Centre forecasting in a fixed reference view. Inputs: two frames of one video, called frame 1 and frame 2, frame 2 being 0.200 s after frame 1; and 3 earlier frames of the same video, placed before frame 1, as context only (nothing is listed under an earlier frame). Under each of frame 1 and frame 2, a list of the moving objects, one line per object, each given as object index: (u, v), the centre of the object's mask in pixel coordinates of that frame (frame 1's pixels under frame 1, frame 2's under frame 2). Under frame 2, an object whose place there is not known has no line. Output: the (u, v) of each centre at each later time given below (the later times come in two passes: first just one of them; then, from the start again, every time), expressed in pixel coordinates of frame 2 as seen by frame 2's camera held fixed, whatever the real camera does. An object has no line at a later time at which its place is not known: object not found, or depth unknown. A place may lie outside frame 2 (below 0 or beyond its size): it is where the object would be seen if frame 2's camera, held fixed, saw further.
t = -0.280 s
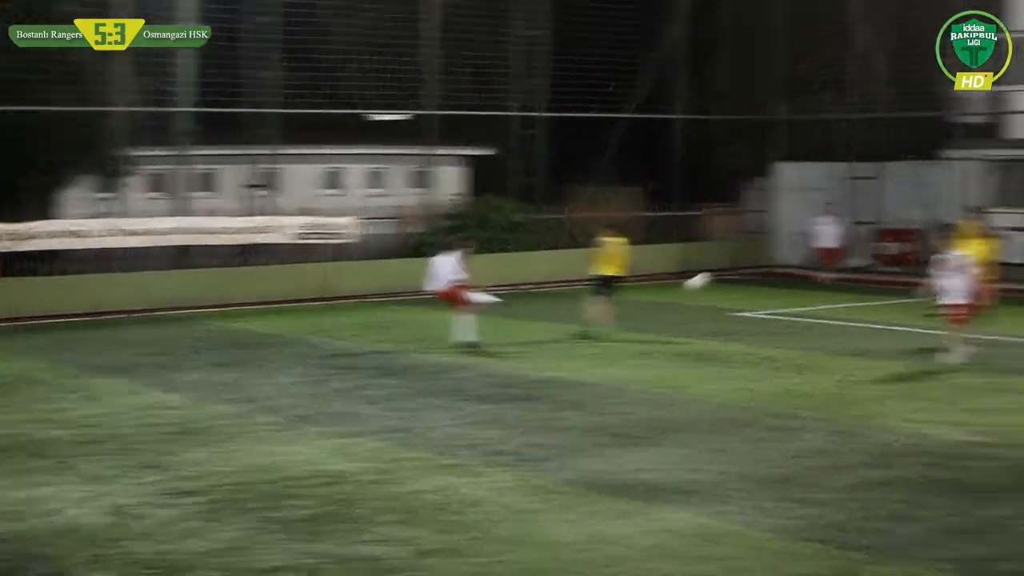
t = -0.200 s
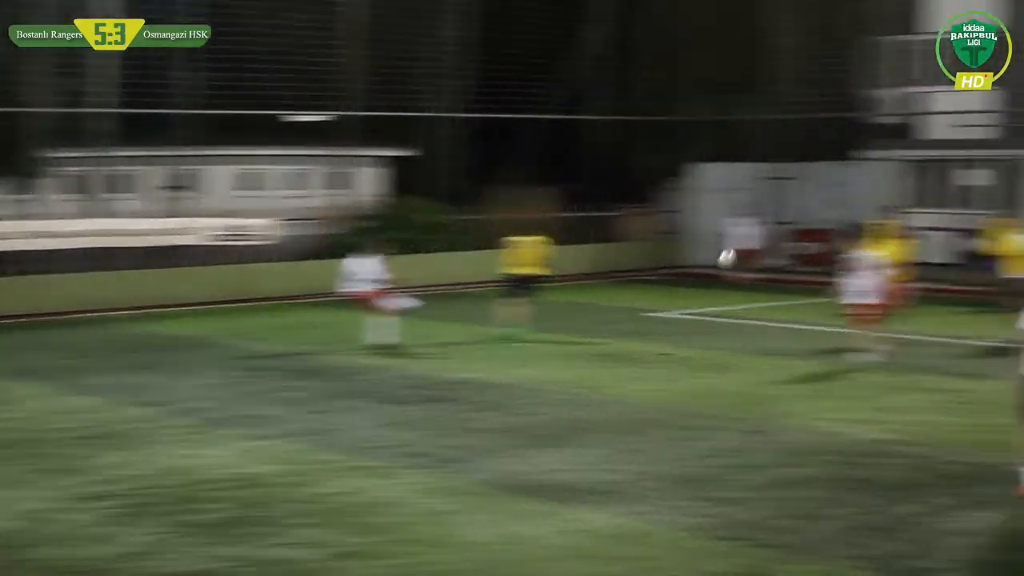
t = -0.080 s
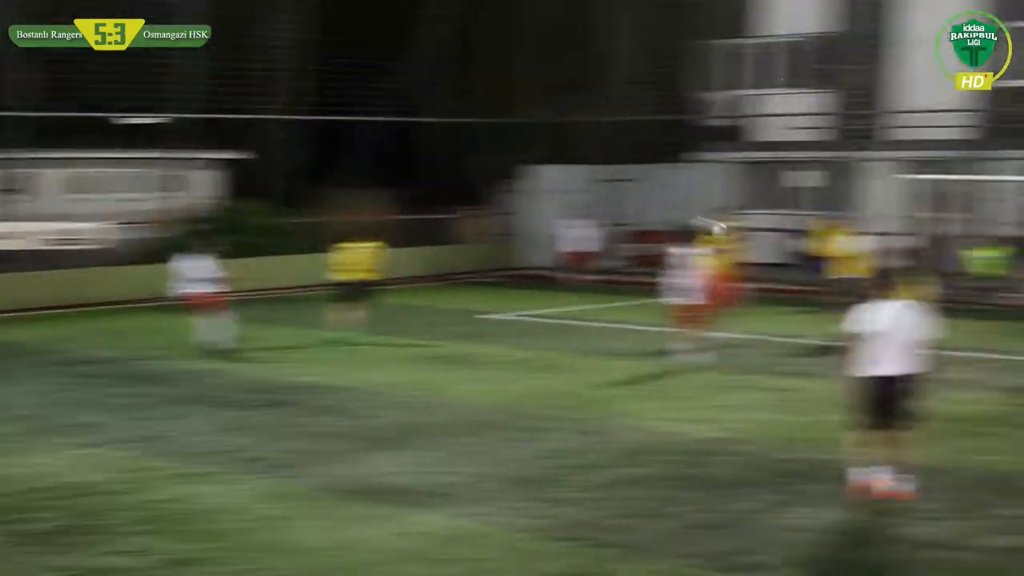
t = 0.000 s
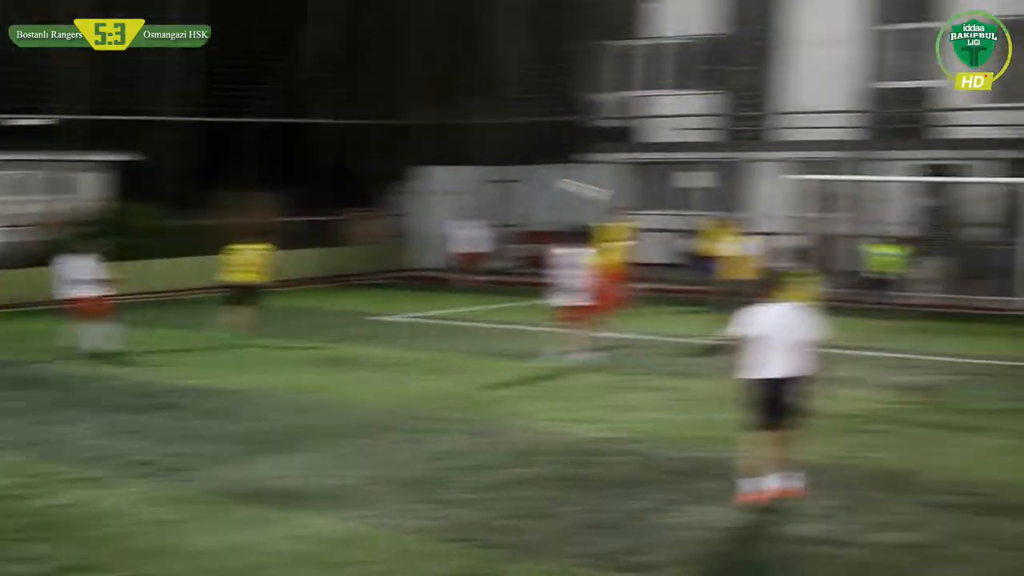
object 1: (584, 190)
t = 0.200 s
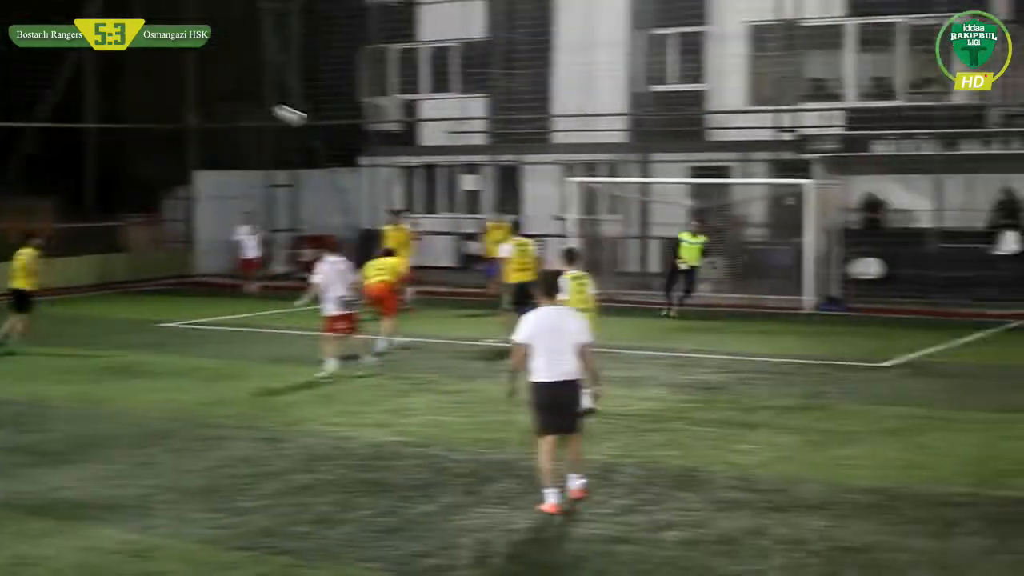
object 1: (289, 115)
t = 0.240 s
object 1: (276, 103)
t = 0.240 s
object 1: (276, 103)
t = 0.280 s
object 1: (263, 92)
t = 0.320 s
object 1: (250, 82)
